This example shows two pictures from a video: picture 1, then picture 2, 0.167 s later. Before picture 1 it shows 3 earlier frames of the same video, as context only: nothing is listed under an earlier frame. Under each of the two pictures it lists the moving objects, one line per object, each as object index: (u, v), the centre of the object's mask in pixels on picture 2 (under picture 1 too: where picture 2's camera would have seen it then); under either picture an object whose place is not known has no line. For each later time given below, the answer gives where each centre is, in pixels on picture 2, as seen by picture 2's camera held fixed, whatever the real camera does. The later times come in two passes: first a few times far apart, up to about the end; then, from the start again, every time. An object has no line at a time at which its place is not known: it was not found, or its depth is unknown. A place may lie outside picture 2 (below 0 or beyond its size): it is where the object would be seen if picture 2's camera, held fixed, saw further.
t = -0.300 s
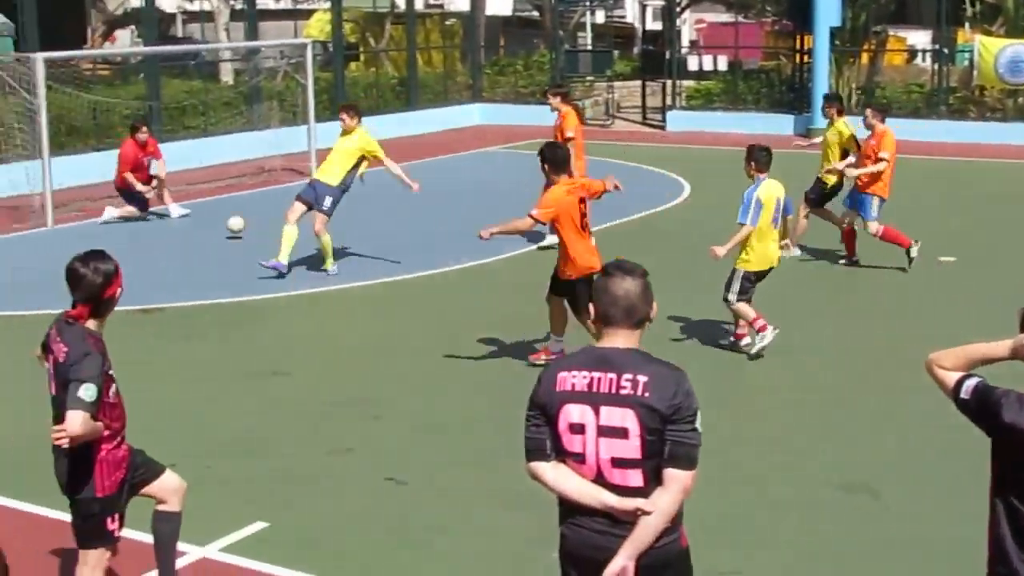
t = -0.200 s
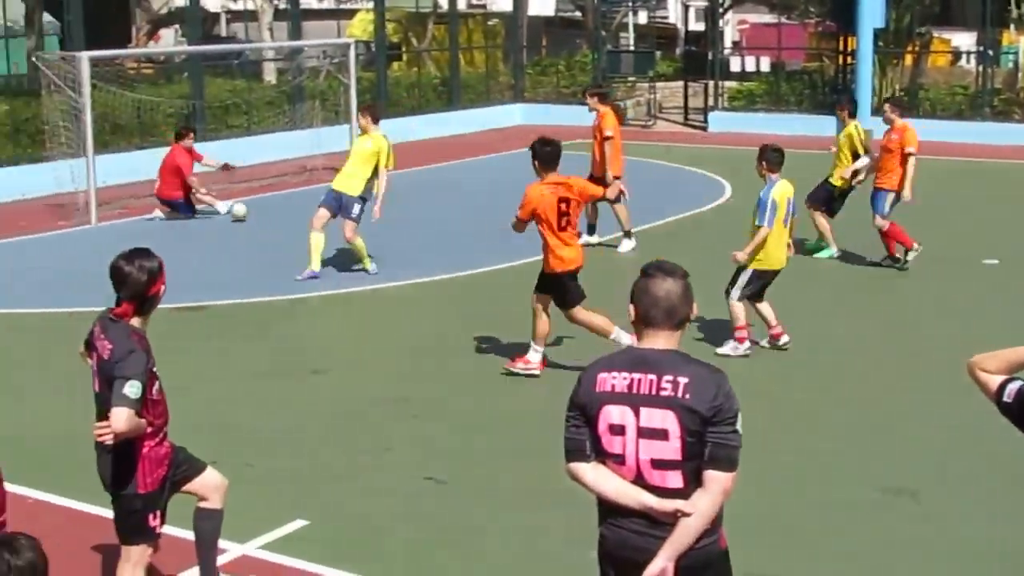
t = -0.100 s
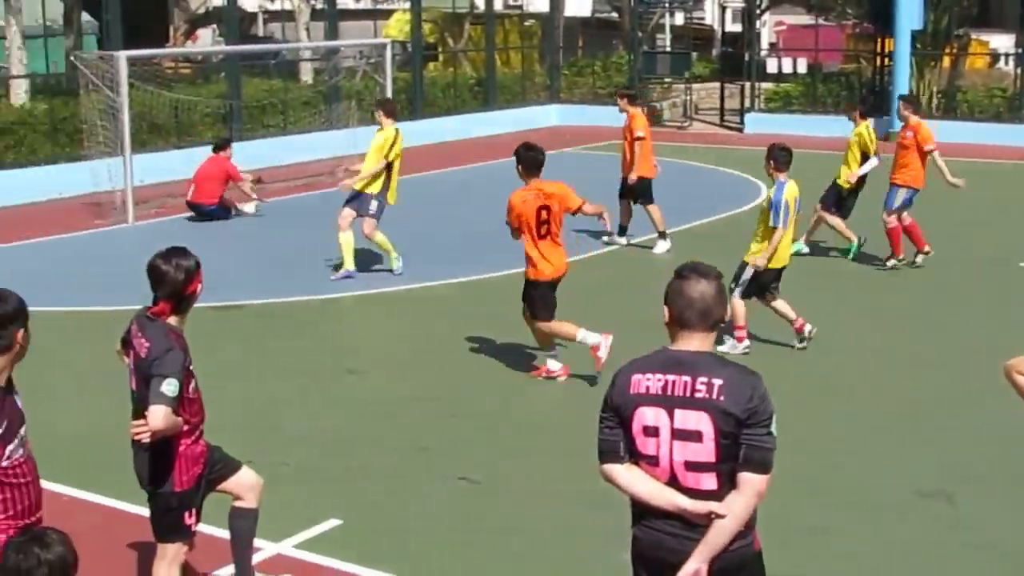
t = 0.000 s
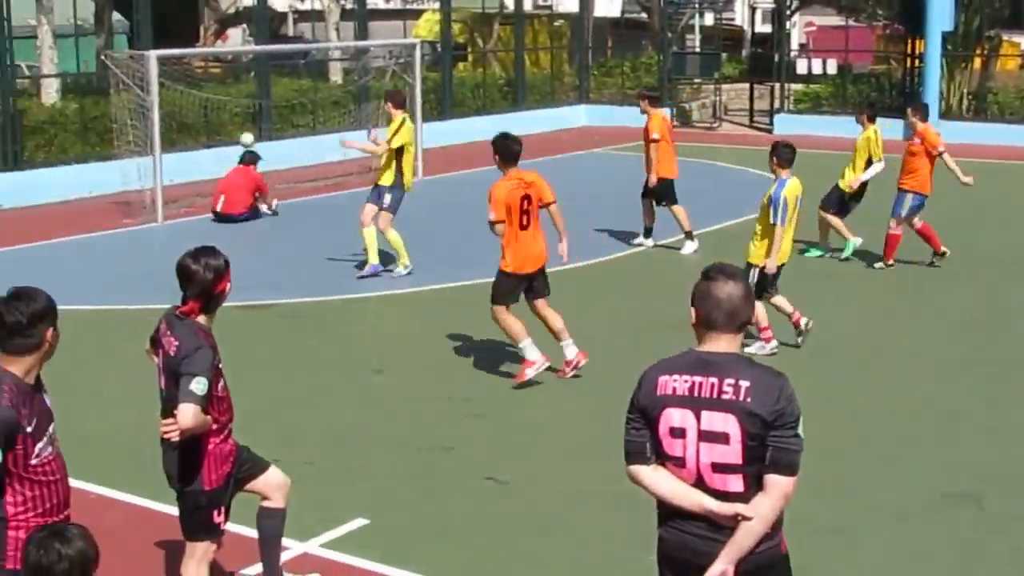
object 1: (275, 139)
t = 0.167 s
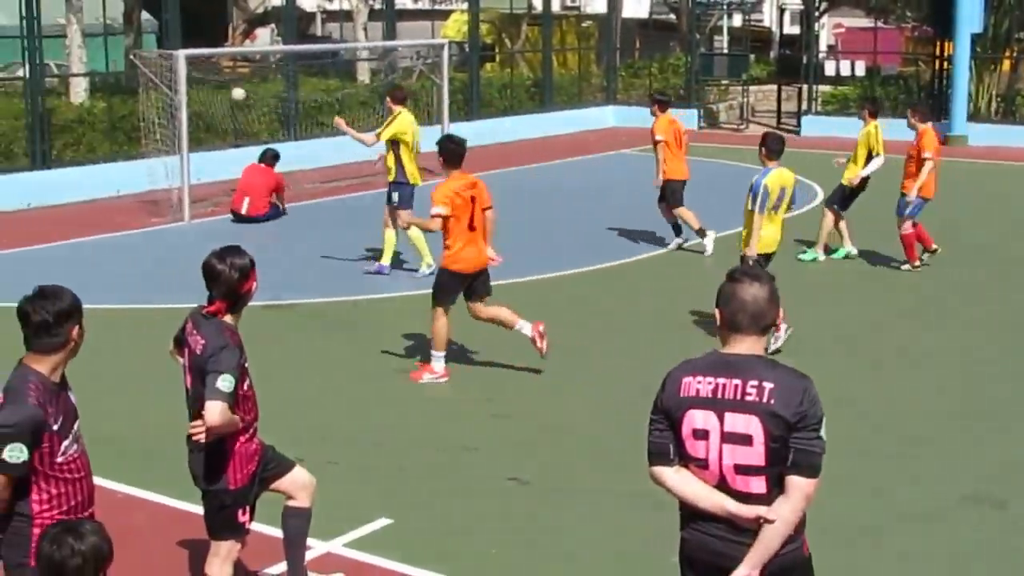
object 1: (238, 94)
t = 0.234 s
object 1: (231, 83)
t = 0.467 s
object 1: (224, 74)
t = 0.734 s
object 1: (228, 123)
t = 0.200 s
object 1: (234, 88)
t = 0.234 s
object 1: (231, 83)
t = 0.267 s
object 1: (229, 79)
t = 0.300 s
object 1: (227, 76)
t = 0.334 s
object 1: (226, 75)
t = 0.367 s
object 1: (225, 73)
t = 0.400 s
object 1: (224, 73)
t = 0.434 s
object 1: (224, 73)
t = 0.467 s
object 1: (224, 74)
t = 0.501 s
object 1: (223, 78)
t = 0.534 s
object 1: (224, 81)
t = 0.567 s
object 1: (224, 86)
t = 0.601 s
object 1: (225, 91)
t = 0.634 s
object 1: (226, 97)
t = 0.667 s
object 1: (226, 105)
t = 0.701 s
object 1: (227, 114)
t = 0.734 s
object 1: (228, 123)
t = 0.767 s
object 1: (229, 133)
